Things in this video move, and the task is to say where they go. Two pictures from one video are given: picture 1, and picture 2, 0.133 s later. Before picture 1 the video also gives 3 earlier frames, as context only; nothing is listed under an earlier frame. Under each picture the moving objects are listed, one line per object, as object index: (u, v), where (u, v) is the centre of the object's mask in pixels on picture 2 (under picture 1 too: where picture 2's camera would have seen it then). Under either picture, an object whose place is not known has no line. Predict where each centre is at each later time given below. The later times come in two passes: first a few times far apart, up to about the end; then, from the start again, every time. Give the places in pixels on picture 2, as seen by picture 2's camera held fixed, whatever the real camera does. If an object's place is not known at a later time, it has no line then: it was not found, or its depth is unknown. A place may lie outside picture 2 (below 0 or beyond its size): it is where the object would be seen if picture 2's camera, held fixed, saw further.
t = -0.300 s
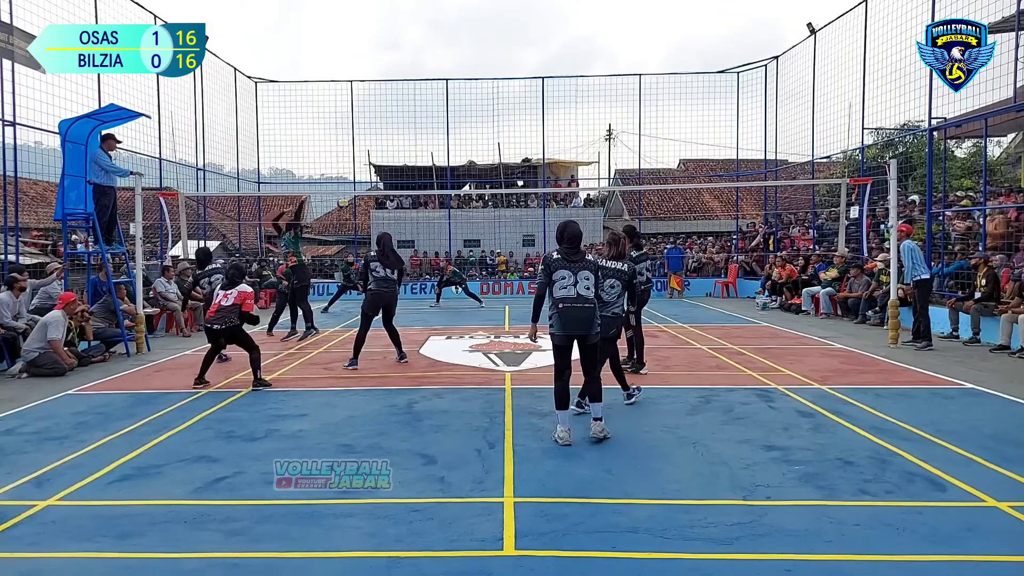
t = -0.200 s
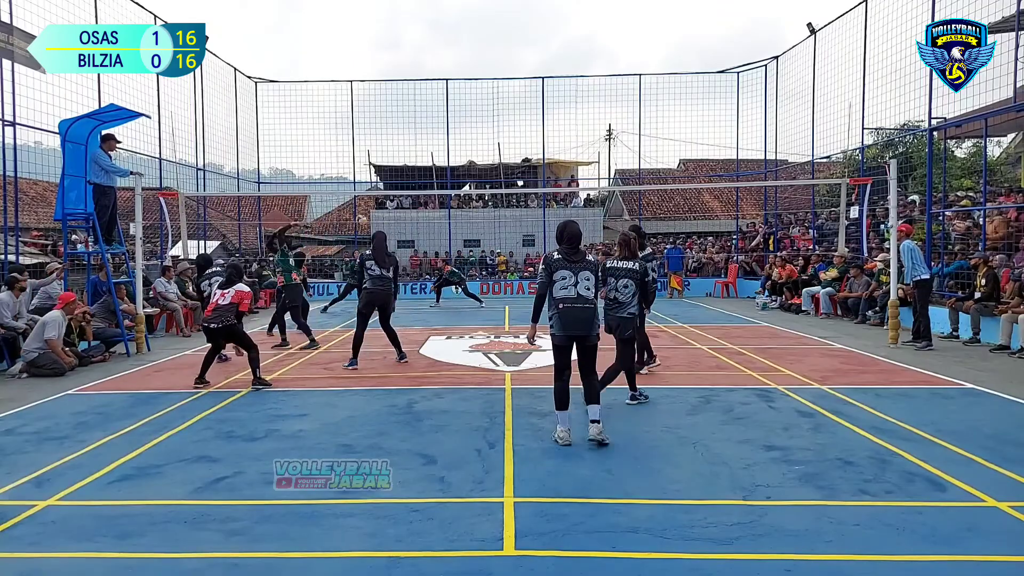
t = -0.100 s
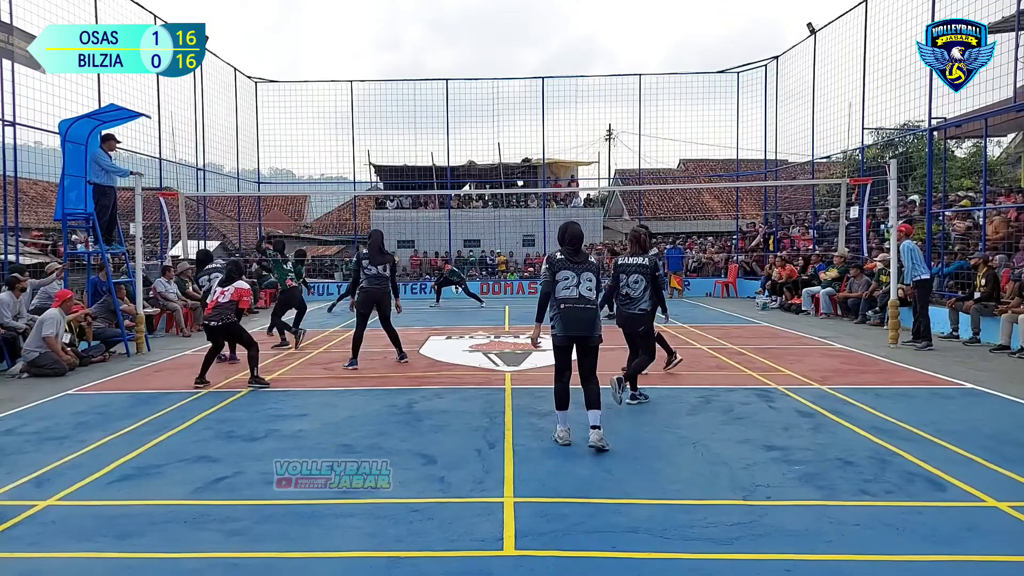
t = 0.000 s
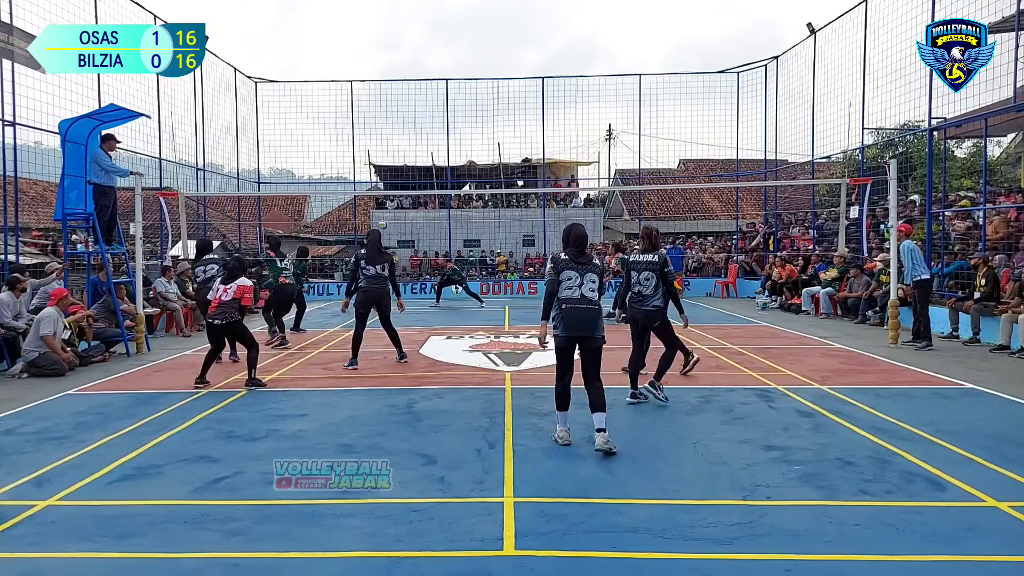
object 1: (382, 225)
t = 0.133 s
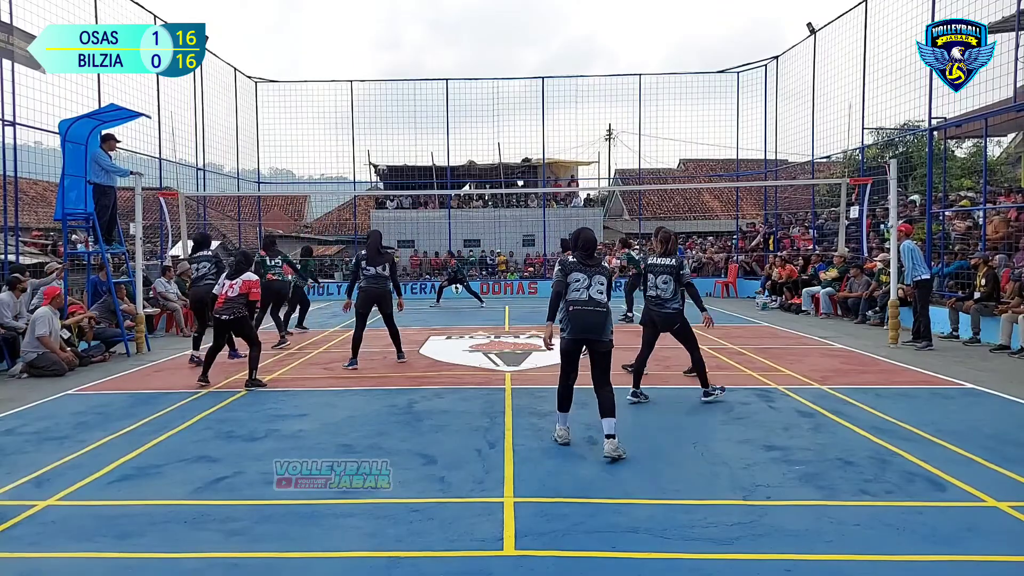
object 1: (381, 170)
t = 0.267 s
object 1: (381, 122)
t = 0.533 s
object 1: (380, 50)
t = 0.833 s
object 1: (380, 8)
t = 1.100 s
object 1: (380, 6)
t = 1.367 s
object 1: (381, 38)
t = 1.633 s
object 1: (382, 104)
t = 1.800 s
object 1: (382, 161)
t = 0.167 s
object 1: (382, 157)
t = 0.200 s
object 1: (382, 145)
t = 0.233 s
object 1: (381, 133)
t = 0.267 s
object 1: (381, 122)
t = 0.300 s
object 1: (381, 111)
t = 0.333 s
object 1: (381, 101)
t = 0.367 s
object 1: (380, 91)
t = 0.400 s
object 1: (380, 82)
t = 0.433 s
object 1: (380, 73)
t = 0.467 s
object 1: (380, 65)
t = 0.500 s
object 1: (380, 57)
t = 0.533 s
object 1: (380, 50)
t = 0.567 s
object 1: (380, 43)
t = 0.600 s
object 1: (380, 37)
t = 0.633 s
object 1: (380, 31)
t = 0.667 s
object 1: (380, 26)
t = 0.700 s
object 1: (380, 21)
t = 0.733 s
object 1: (380, 17)
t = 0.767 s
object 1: (380, 13)
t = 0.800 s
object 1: (380, 10)
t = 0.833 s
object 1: (380, 8)
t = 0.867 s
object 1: (380, 6)
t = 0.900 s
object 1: (380, 4)
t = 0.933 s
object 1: (380, 4)
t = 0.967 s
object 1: (380, 4)
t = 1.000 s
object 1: (380, 4)
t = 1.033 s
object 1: (380, 4)
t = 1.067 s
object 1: (380, 5)
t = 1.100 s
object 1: (380, 6)
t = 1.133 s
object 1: (380, 8)
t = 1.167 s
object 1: (380, 11)
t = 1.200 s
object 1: (380, 14)
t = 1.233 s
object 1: (380, 18)
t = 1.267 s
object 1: (380, 22)
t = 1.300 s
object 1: (380, 27)
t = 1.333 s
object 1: (381, 32)
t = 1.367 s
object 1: (381, 38)
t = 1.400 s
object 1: (381, 45)
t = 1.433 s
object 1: (381, 52)
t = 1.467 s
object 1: (381, 59)
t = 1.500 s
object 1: (381, 67)
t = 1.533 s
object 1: (381, 75)
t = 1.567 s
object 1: (381, 85)
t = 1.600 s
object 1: (382, 94)
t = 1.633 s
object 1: (382, 104)
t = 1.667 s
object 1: (382, 115)
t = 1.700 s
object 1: (382, 125)
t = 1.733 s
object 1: (382, 137)
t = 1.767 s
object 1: (382, 149)
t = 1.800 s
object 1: (382, 161)
